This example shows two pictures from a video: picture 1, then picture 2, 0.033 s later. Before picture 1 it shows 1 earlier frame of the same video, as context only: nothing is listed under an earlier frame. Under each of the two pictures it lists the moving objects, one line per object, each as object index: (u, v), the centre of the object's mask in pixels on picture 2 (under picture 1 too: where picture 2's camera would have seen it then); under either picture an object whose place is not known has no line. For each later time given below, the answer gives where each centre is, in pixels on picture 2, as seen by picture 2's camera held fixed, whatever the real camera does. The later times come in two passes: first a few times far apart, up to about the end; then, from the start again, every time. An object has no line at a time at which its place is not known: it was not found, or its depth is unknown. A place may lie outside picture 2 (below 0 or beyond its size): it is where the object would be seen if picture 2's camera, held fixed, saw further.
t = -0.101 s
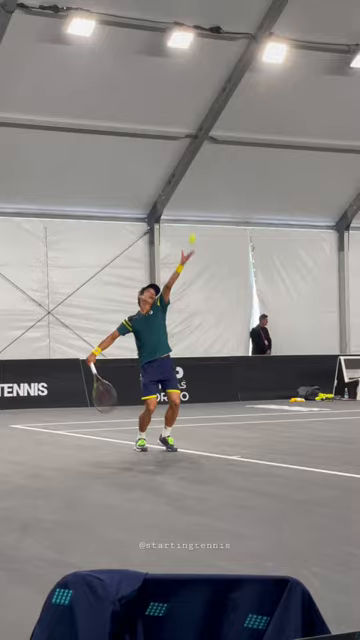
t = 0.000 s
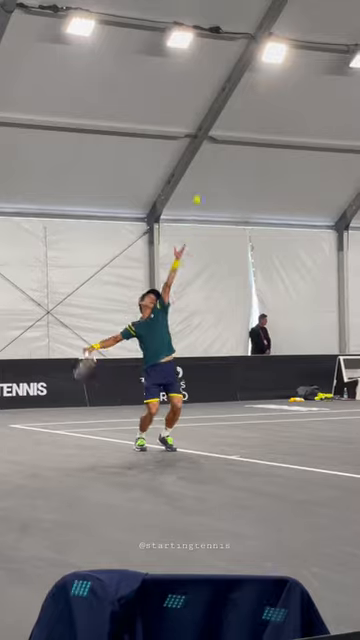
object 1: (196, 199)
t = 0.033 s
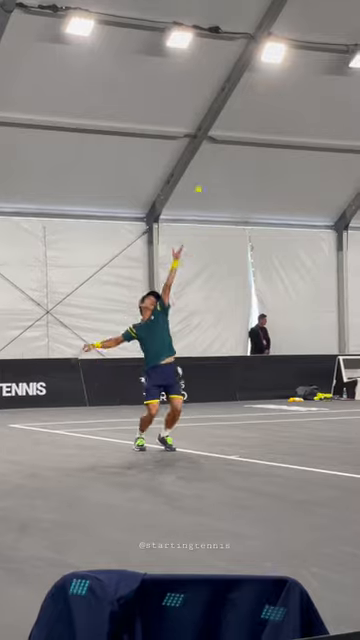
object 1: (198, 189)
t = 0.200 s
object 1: (207, 155)
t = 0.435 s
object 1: (219, 153)
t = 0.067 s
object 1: (200, 180)
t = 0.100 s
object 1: (201, 173)
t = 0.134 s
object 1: (203, 165)
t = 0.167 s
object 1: (205, 160)
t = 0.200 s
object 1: (207, 155)
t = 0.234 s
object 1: (208, 152)
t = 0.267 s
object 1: (211, 149)
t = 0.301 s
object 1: (212, 148)
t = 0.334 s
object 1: (214, 147)
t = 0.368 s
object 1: (215, 148)
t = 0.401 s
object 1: (218, 150)
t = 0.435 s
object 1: (219, 153)
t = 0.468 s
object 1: (221, 157)
